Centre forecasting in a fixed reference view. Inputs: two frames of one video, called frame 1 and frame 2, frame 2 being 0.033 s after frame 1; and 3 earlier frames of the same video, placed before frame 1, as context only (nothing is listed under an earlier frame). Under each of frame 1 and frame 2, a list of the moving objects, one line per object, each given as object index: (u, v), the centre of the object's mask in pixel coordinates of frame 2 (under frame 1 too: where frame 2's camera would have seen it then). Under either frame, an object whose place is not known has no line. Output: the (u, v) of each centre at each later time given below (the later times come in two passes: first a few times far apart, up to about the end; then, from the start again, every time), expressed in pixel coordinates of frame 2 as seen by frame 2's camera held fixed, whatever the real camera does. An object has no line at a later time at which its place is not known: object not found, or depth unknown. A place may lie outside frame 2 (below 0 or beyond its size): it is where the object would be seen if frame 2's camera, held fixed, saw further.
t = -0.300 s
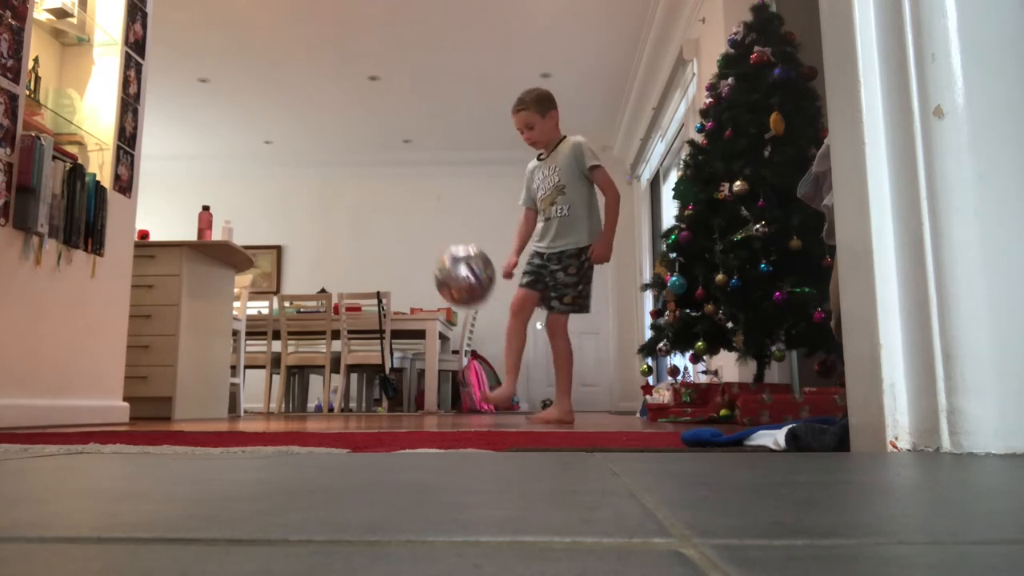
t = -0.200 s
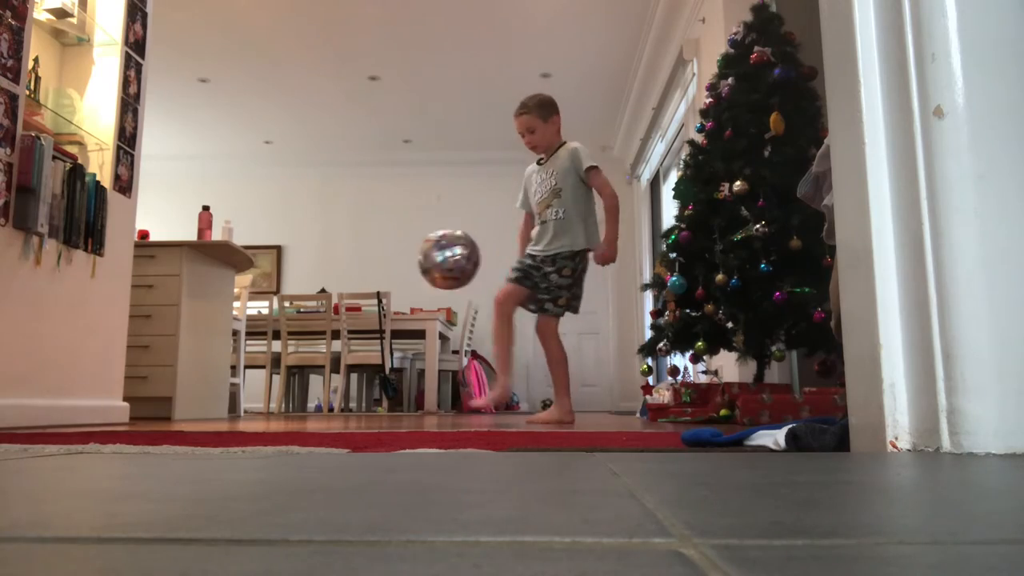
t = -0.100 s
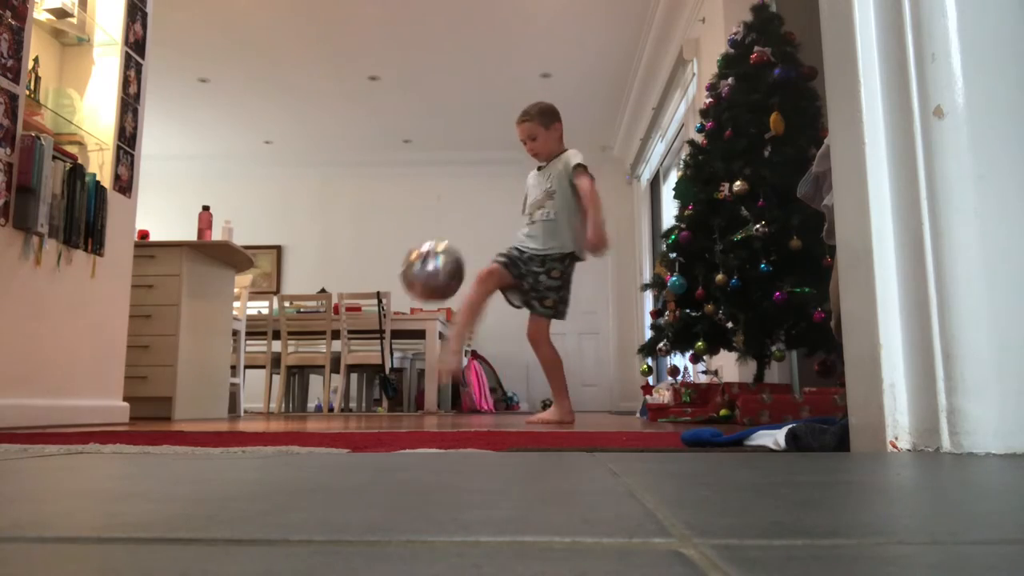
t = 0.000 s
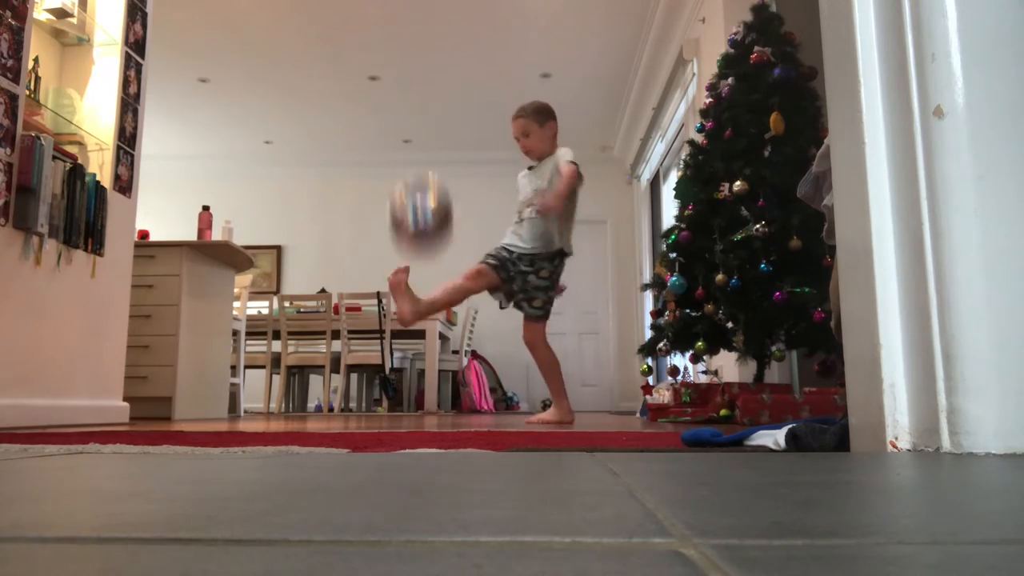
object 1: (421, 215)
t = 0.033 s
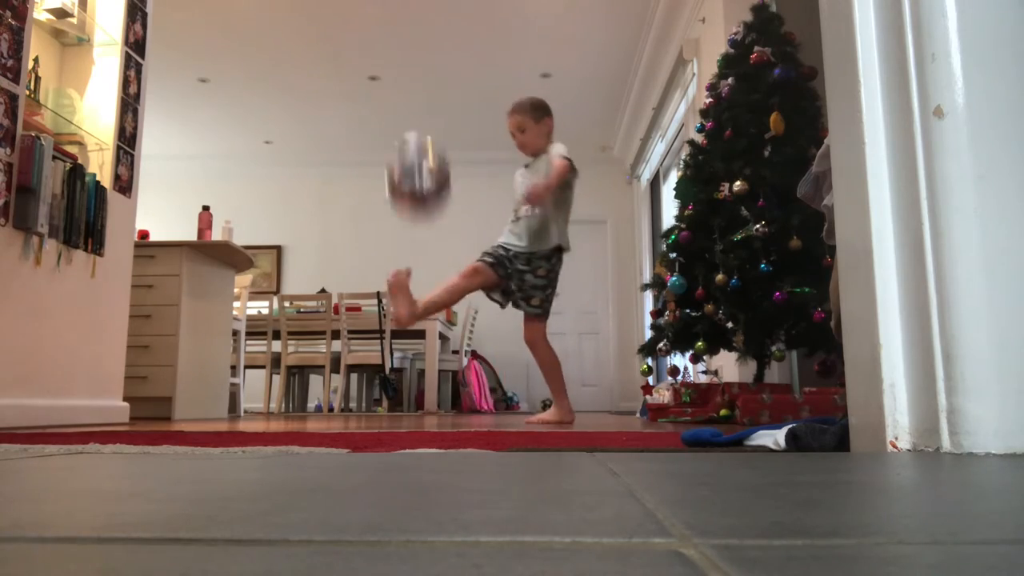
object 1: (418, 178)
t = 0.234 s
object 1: (402, 32)
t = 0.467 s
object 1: (378, 25)
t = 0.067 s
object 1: (415, 145)
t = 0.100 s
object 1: (413, 116)
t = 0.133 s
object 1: (410, 89)
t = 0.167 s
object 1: (407, 65)
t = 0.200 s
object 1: (404, 45)
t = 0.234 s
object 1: (402, 32)
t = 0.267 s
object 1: (399, 25)
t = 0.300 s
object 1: (396, 20)
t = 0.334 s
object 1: (393, 18)
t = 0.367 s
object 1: (390, 17)
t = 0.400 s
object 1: (386, 18)
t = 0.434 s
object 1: (382, 21)
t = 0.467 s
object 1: (378, 25)
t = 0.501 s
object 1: (373, 34)
